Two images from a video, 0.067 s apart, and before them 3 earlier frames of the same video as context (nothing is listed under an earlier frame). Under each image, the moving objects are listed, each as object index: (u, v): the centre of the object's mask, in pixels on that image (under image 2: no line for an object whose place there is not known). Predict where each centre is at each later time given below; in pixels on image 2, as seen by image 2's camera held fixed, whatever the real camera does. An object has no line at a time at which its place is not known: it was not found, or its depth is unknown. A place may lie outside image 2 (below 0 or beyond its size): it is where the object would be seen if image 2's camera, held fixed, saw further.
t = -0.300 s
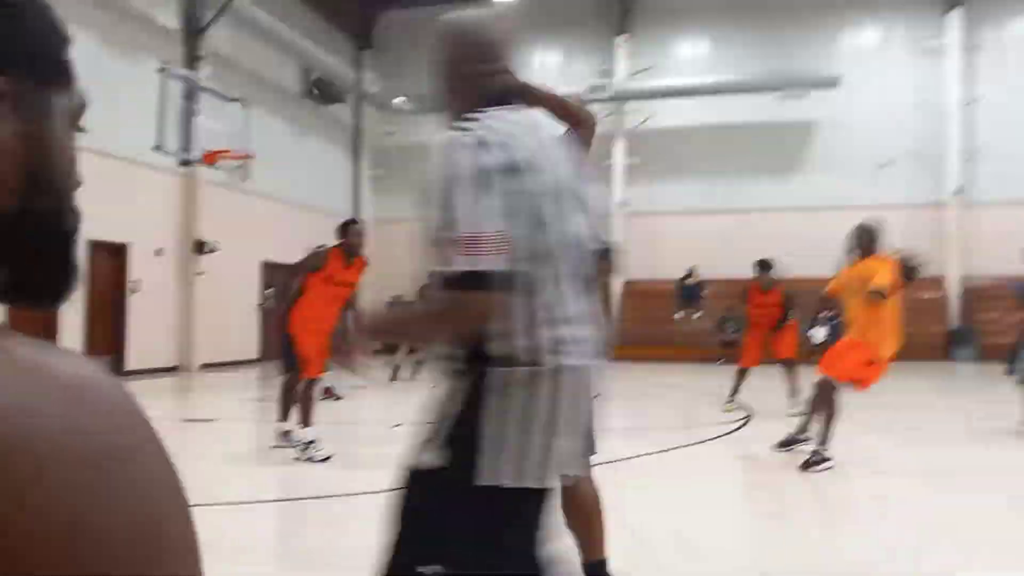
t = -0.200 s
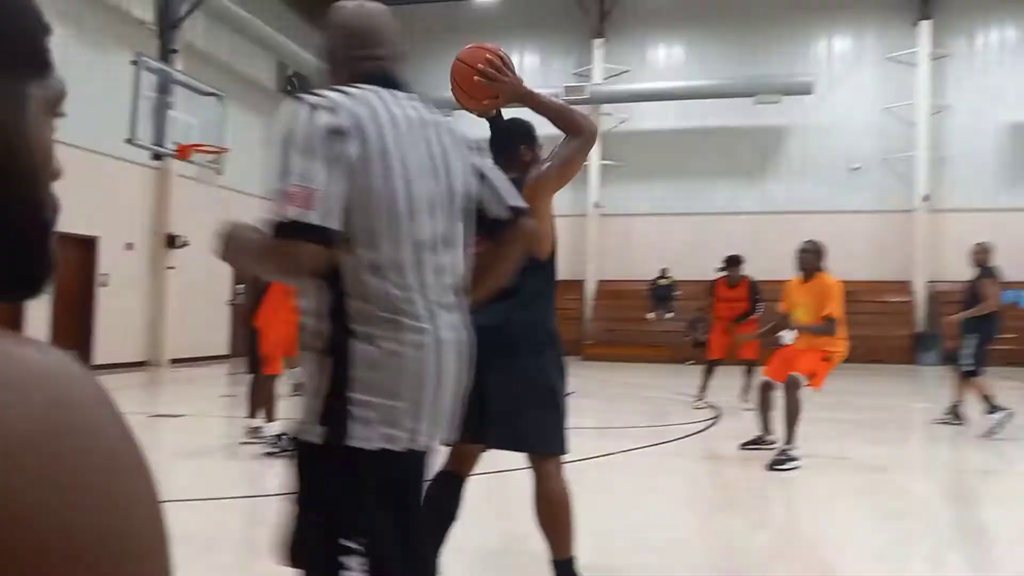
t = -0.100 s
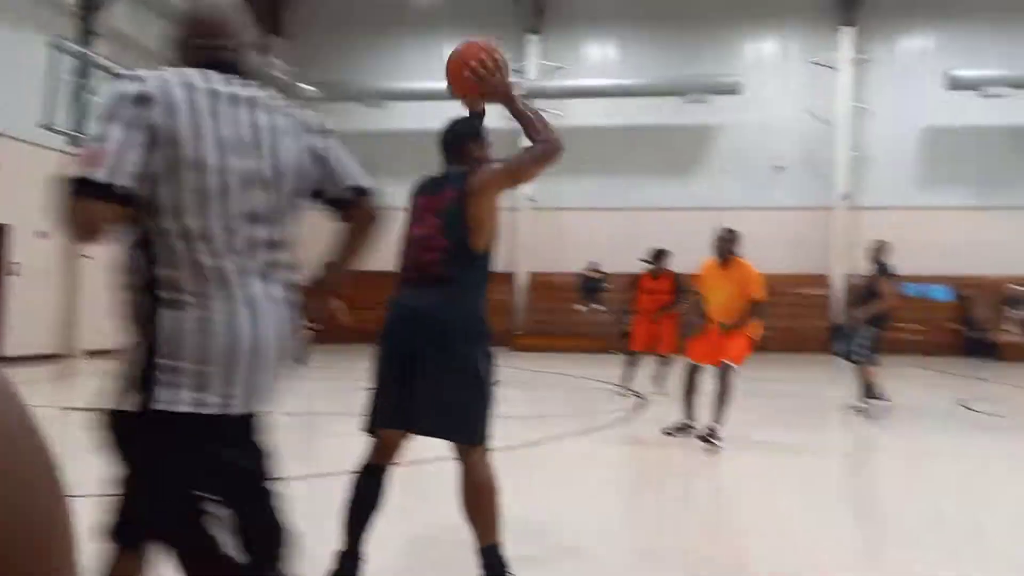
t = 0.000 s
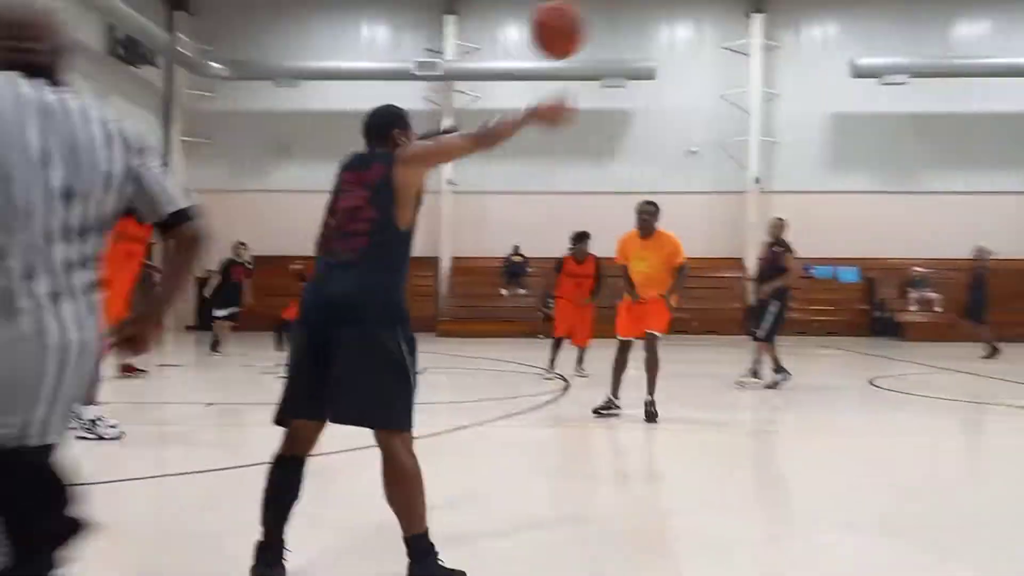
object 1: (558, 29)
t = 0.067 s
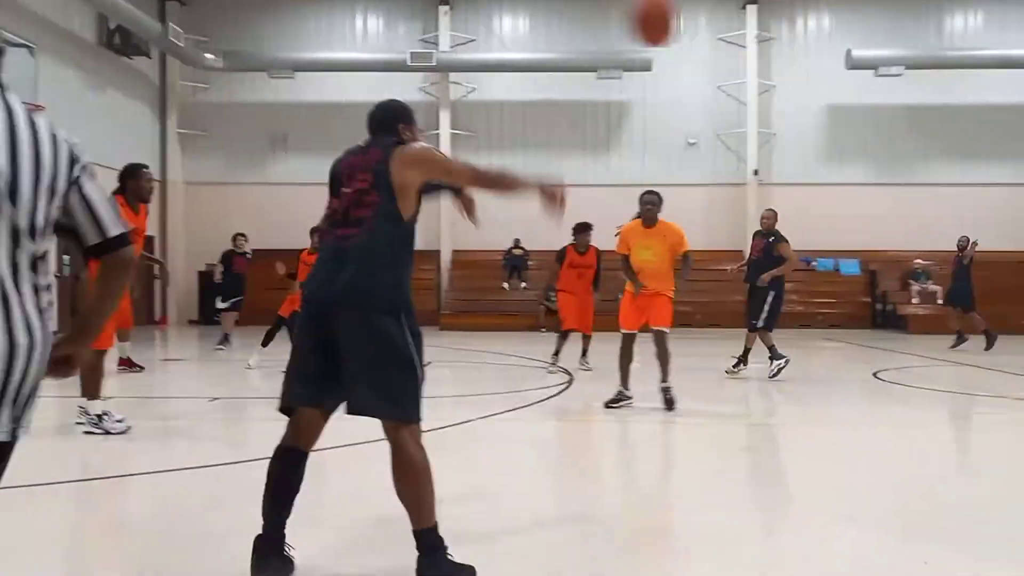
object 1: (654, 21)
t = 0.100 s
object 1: (703, 22)
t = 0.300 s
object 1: (902, 76)
